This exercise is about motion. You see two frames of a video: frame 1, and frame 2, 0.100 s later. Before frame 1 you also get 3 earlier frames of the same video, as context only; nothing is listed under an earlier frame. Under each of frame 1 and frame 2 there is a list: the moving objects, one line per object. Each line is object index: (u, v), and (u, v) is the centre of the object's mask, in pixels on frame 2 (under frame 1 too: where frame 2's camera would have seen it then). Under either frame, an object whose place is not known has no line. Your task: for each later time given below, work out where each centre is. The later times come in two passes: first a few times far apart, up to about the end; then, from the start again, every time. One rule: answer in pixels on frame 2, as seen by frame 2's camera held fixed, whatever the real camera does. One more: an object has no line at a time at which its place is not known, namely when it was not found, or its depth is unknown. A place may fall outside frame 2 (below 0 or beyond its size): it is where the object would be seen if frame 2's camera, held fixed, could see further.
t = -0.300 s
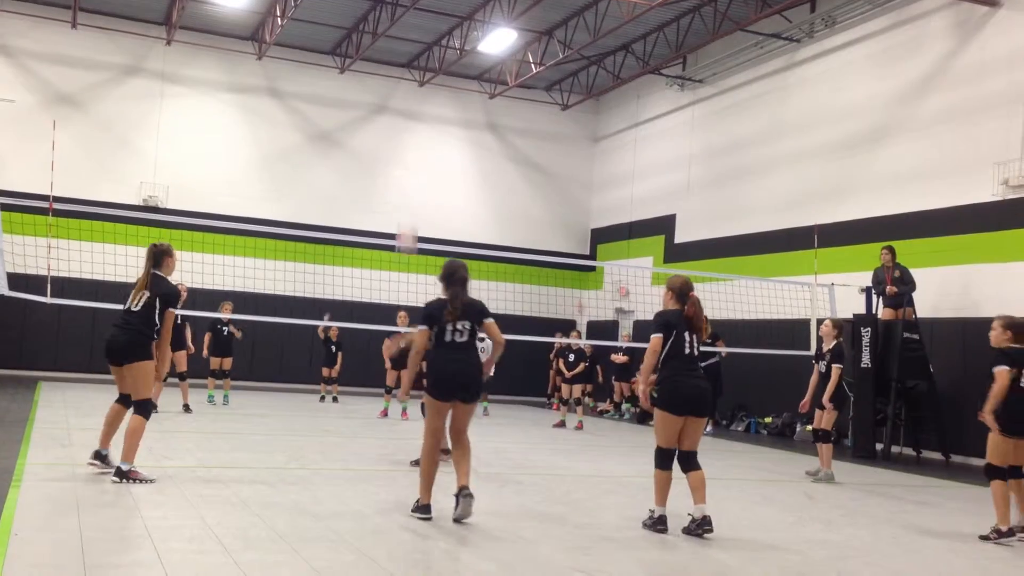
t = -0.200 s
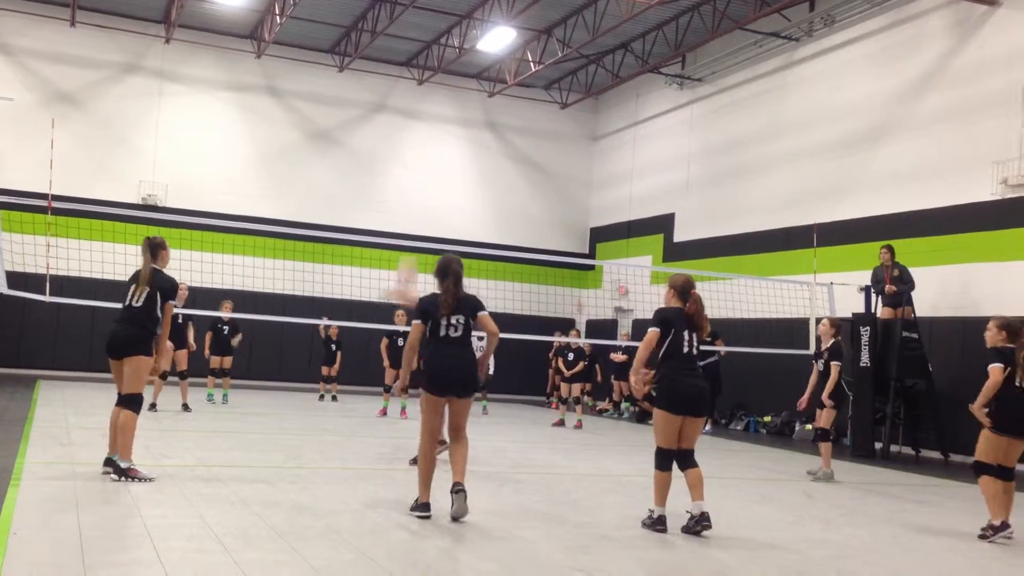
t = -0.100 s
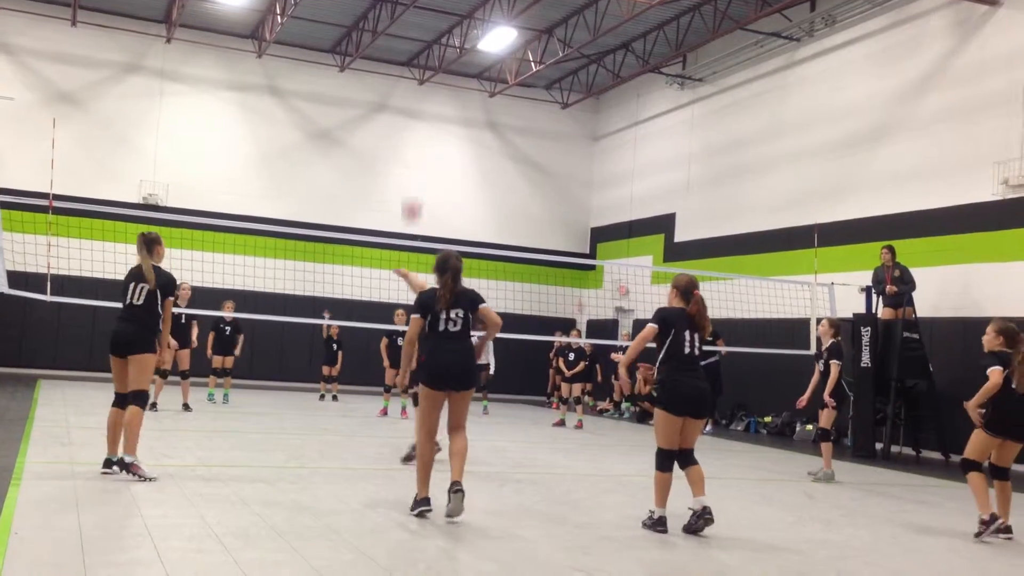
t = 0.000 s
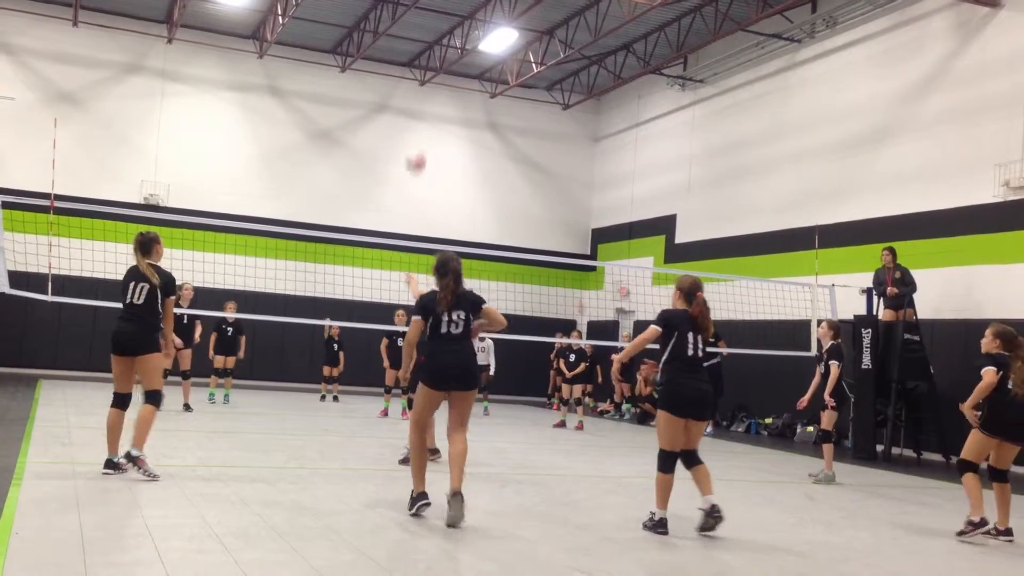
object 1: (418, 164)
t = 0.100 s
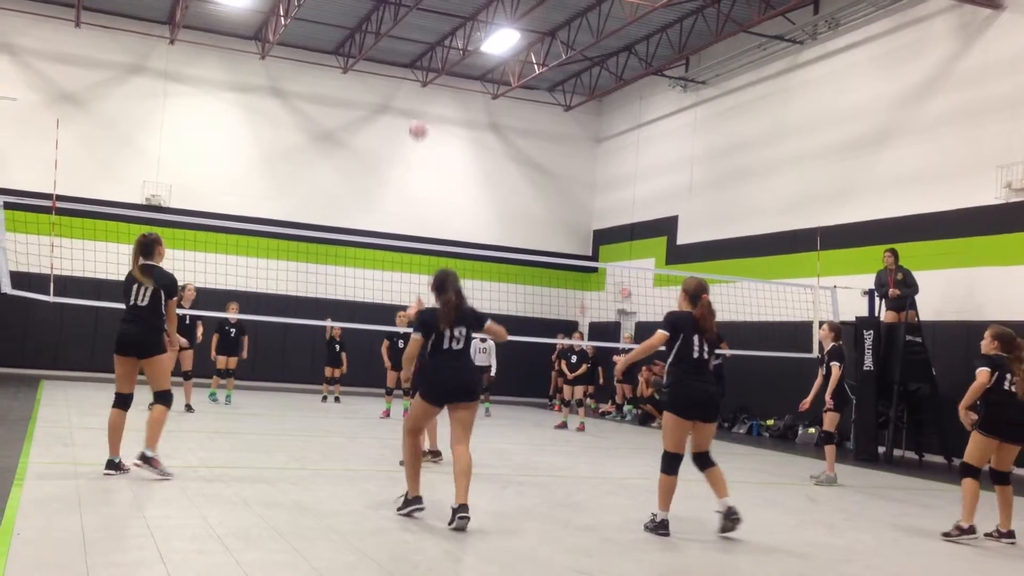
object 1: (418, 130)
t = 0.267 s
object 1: (417, 101)
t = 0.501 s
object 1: (414, 103)
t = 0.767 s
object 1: (407, 153)
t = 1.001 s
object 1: (398, 225)
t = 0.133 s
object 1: (418, 122)
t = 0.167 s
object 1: (418, 114)
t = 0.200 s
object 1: (419, 108)
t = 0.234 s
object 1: (418, 104)
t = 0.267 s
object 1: (417, 101)
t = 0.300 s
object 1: (418, 98)
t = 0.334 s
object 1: (416, 97)
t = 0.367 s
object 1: (416, 97)
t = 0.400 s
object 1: (416, 97)
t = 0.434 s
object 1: (416, 98)
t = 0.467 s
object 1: (415, 100)
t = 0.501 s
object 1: (414, 103)
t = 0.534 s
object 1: (414, 106)
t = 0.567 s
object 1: (413, 110)
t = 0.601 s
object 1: (411, 117)
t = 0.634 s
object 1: (410, 123)
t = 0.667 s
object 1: (410, 129)
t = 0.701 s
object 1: (410, 136)
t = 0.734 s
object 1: (409, 144)
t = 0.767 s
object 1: (407, 153)
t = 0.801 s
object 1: (405, 162)
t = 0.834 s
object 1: (404, 170)
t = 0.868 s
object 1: (401, 180)
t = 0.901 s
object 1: (400, 191)
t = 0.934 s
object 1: (399, 202)
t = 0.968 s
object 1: (398, 214)
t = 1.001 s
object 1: (398, 225)
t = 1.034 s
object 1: (395, 236)
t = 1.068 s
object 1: (392, 246)
